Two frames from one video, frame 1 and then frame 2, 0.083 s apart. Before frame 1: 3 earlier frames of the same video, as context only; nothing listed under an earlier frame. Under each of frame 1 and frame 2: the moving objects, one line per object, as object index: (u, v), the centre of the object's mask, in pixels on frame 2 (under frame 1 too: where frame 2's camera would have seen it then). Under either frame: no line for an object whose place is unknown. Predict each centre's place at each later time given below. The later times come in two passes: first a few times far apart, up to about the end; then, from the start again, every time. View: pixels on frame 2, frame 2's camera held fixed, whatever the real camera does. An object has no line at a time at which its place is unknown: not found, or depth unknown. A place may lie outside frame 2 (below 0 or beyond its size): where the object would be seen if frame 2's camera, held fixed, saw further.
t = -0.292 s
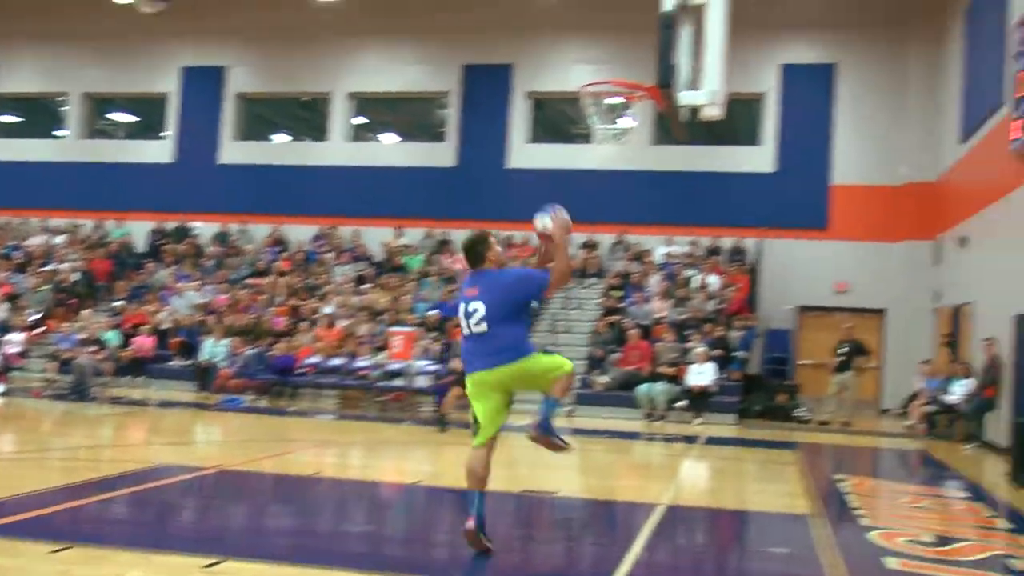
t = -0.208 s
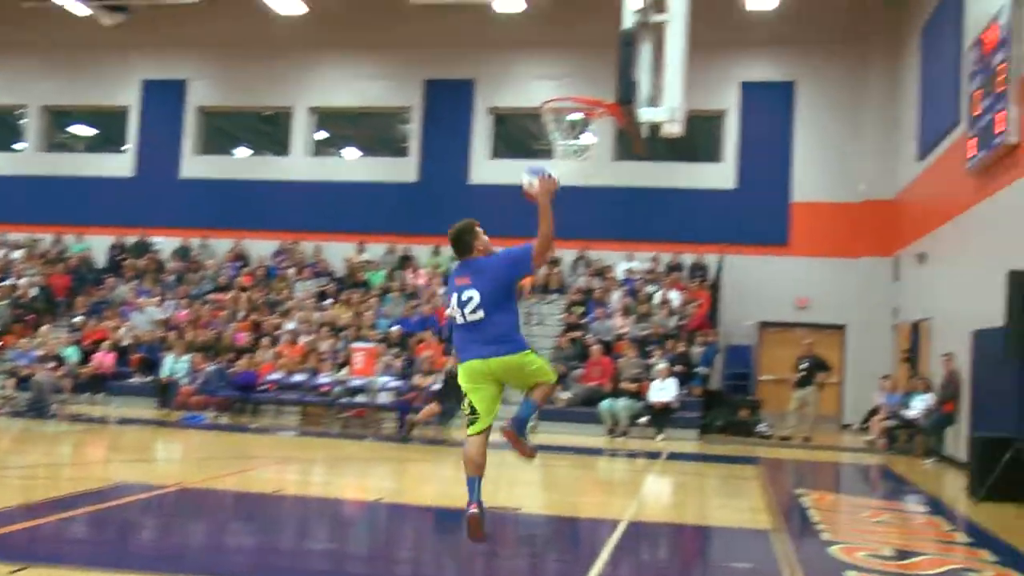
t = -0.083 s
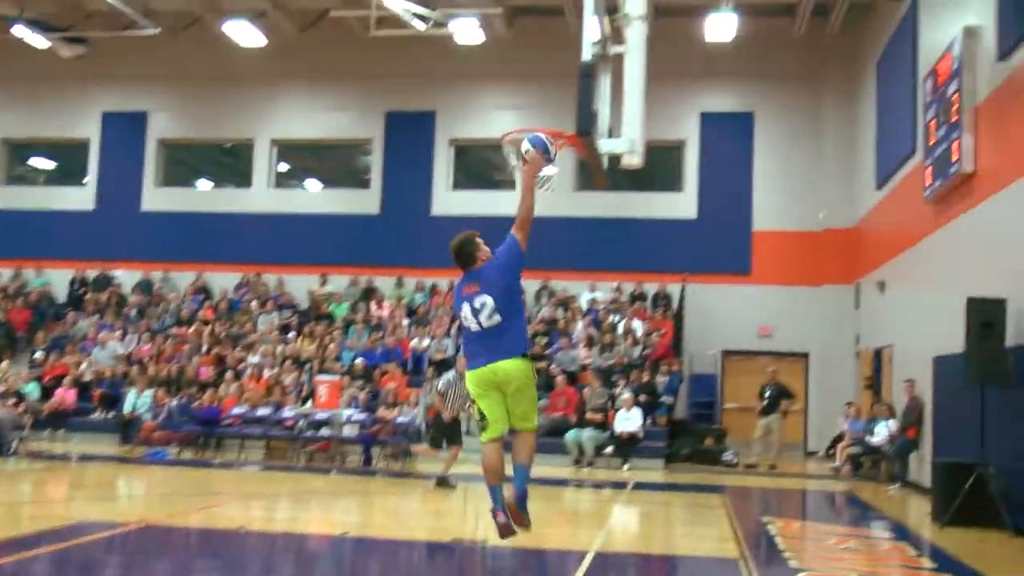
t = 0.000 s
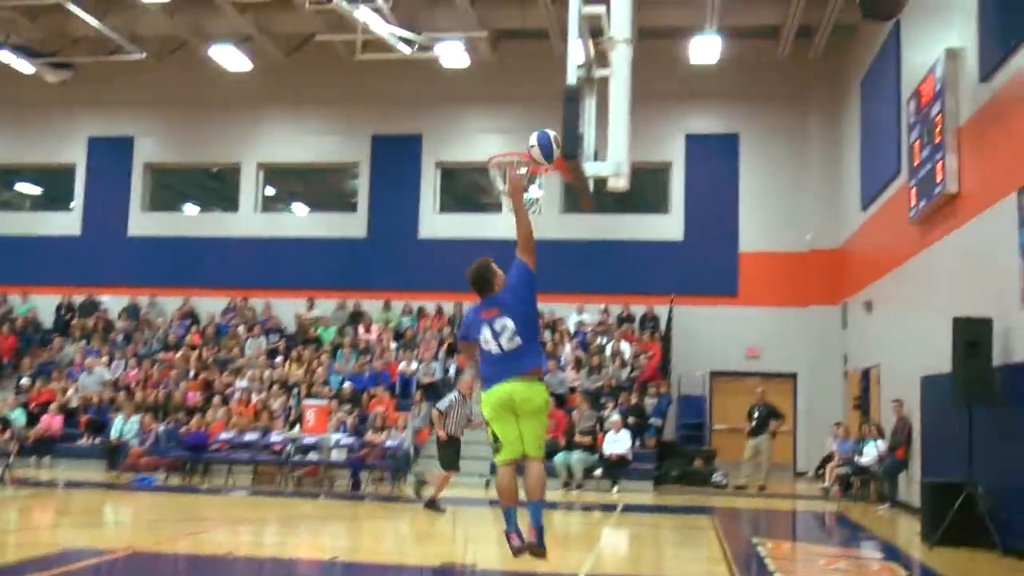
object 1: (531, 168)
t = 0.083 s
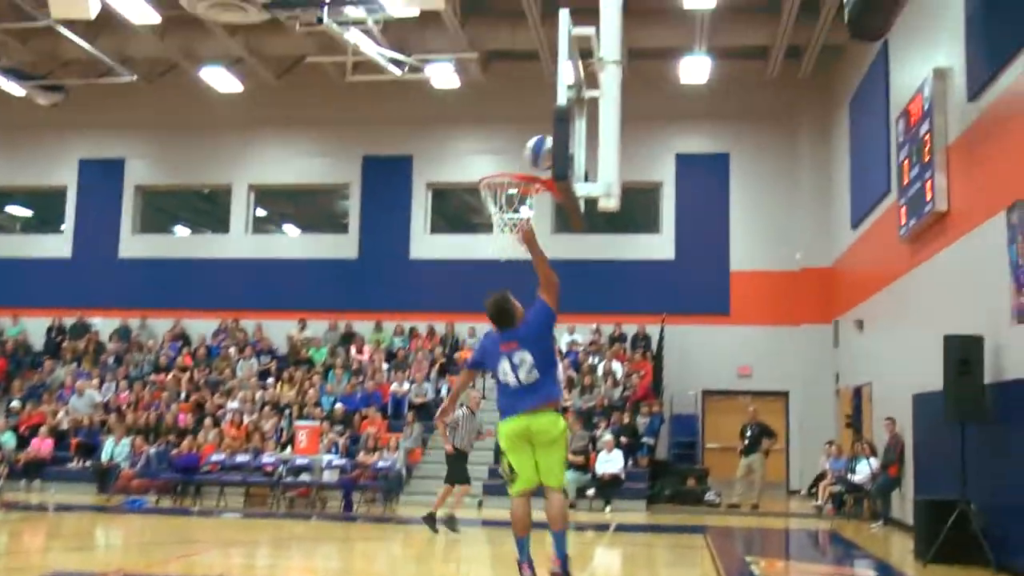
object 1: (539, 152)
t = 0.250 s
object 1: (518, 157)
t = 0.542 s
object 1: (493, 225)
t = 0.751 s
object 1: (503, 266)
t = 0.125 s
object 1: (537, 149)
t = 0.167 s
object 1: (532, 149)
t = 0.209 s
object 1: (528, 152)
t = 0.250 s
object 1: (518, 157)
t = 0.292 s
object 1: (511, 161)
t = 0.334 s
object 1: (506, 165)
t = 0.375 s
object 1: (502, 180)
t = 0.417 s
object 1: (499, 194)
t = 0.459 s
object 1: (495, 207)
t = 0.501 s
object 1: (493, 219)
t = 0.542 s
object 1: (493, 225)
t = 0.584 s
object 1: (494, 230)
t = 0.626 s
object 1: (495, 234)
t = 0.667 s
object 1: (498, 241)
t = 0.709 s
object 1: (501, 252)
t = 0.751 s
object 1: (503, 266)
